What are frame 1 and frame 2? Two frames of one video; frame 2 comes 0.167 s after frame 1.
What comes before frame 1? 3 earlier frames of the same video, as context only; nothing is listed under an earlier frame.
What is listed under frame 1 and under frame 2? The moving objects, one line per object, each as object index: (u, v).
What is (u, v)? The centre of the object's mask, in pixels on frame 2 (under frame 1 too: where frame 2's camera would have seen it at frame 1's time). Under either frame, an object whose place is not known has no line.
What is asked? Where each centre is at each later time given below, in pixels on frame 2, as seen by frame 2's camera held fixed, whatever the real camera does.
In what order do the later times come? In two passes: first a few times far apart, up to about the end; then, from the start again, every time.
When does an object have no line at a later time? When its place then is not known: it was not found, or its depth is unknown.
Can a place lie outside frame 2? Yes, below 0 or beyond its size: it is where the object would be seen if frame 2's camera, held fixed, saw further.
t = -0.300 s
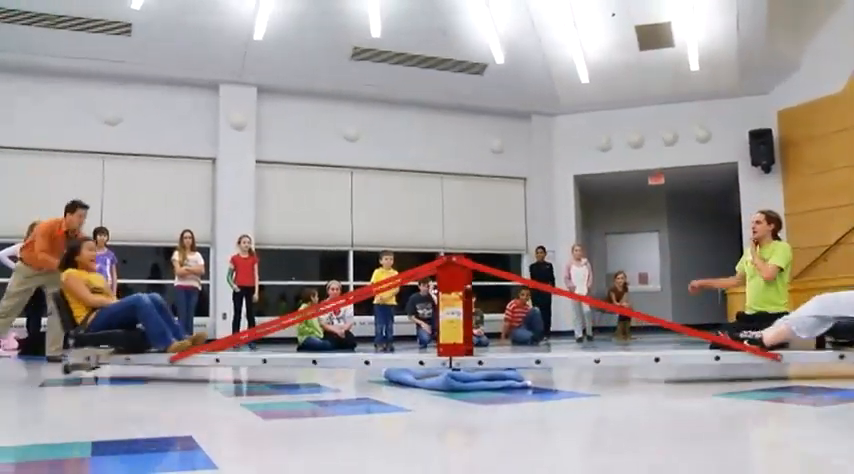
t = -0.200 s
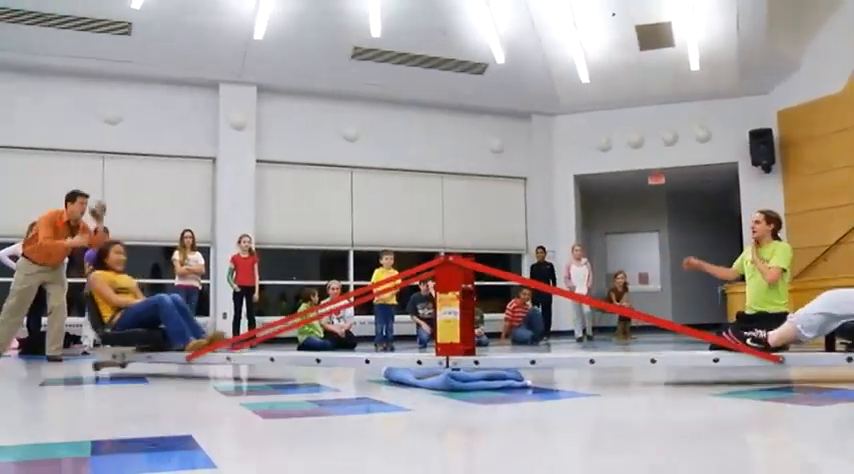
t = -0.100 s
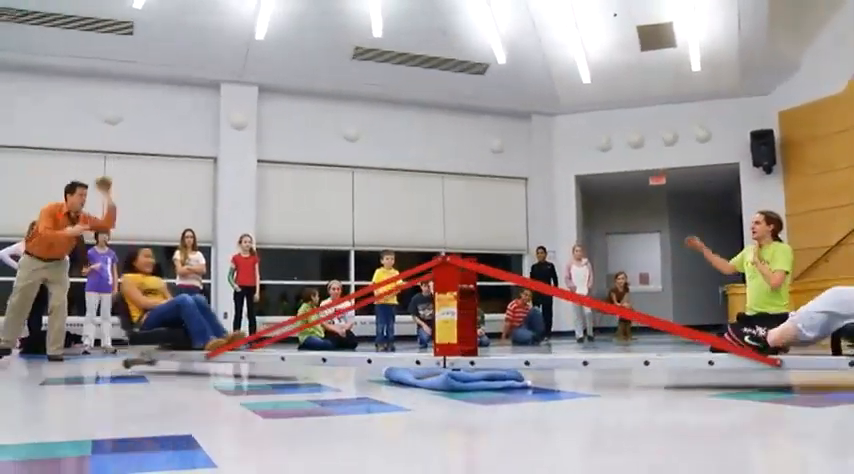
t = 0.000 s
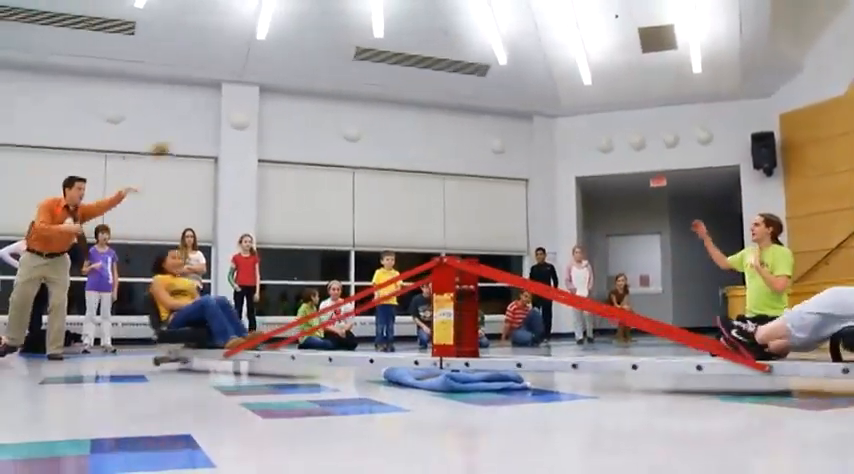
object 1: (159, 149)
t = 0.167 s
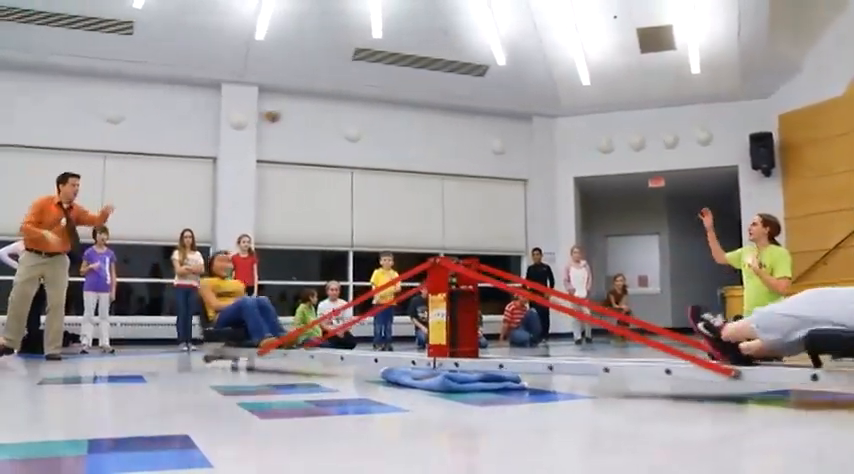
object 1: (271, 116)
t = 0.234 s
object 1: (317, 108)
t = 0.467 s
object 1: (482, 122)
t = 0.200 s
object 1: (294, 110)
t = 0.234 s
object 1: (317, 108)
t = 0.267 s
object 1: (340, 107)
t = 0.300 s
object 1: (364, 105)
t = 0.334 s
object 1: (387, 106)
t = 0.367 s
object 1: (412, 108)
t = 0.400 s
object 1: (434, 111)
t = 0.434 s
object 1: (458, 116)
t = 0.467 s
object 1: (482, 122)
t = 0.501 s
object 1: (507, 129)
